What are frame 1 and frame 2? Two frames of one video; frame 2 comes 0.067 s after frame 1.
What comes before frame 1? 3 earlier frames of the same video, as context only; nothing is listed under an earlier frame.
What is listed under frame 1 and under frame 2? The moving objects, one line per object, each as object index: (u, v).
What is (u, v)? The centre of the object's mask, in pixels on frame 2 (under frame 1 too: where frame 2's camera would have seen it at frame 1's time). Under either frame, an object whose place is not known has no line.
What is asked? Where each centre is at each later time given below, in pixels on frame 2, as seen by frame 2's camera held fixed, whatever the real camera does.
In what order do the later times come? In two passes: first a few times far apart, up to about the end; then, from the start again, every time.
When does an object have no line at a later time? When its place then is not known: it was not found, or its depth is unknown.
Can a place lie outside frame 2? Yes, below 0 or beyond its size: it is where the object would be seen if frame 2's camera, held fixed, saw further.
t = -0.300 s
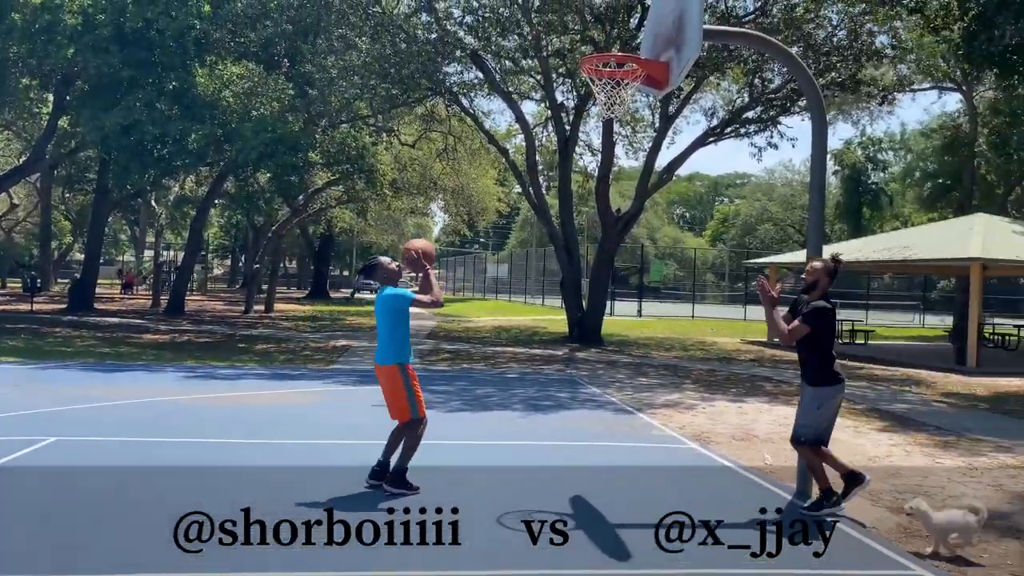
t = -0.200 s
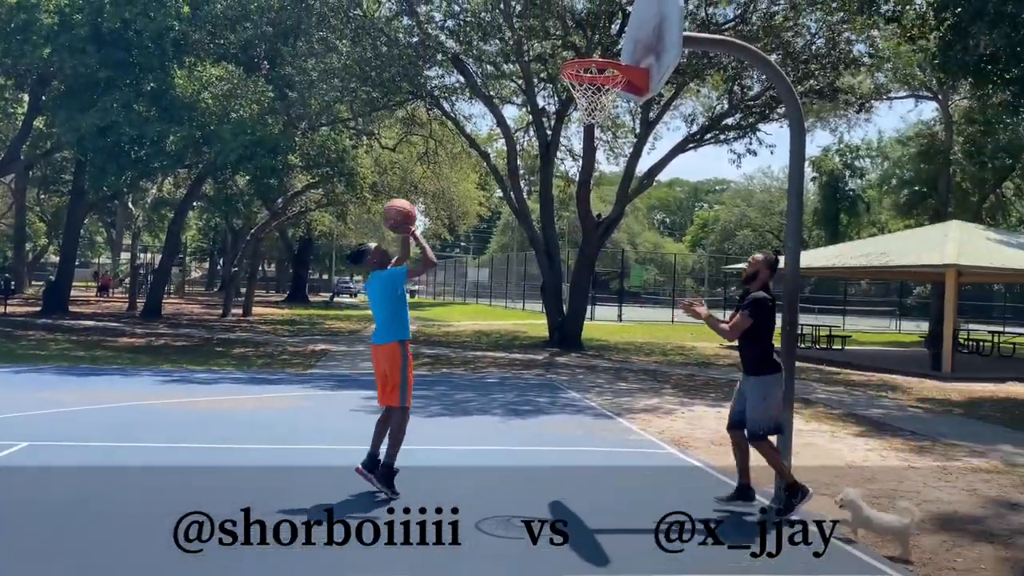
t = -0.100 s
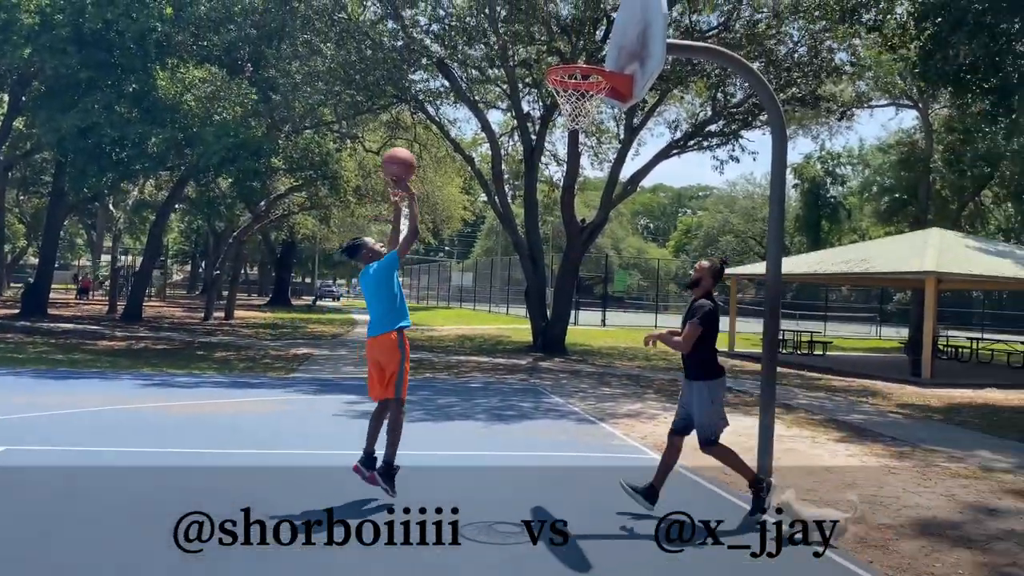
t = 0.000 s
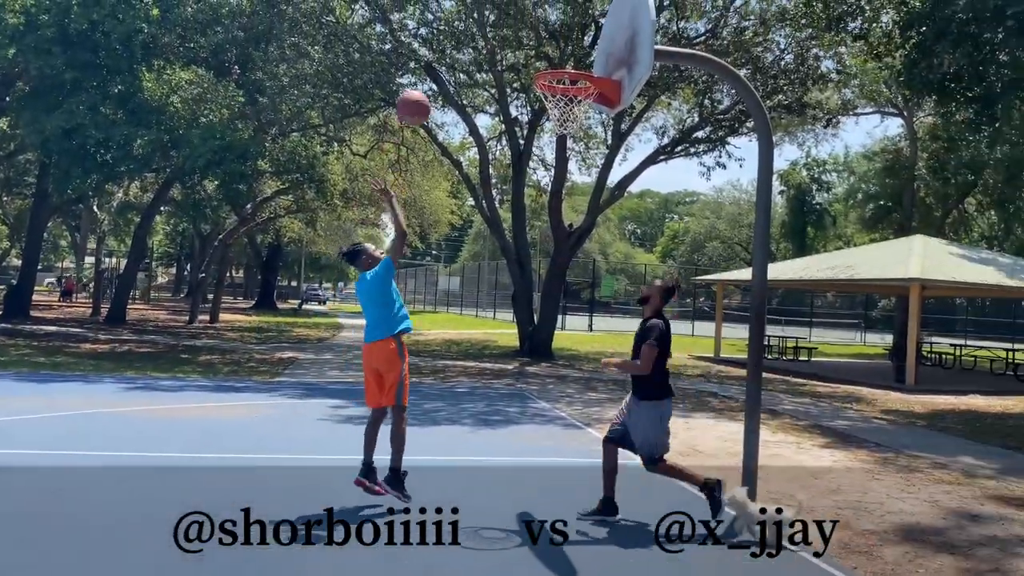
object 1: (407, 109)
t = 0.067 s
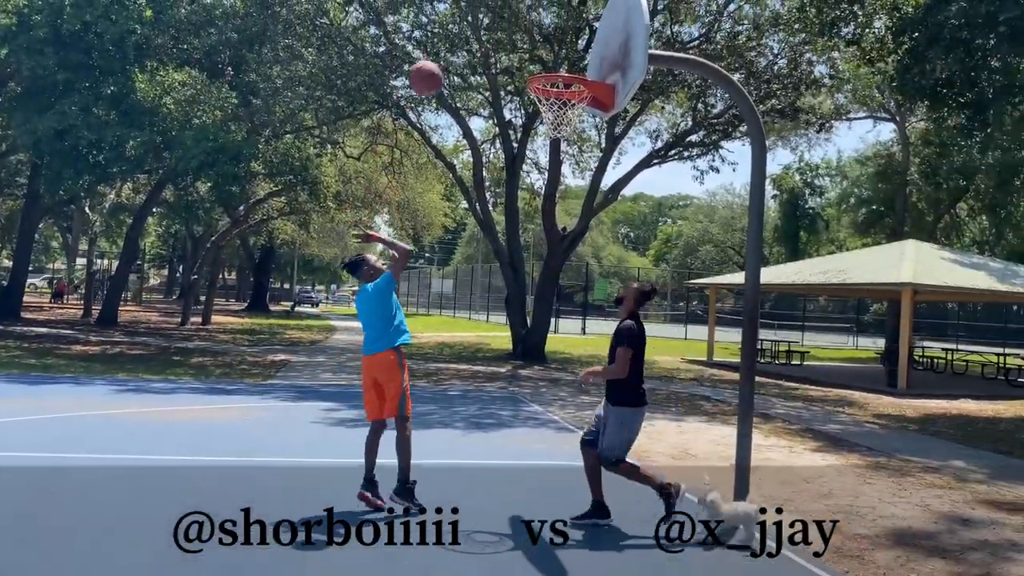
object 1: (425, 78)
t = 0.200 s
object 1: (459, 35)
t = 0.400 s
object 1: (507, 17)
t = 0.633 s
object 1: (558, 69)
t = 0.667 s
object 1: (565, 77)
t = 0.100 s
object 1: (433, 66)
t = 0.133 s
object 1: (442, 54)
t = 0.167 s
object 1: (451, 44)
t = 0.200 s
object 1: (459, 35)
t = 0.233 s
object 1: (467, 28)
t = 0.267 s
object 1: (476, 23)
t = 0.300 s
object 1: (484, 20)
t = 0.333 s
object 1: (492, 17)
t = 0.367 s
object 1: (500, 16)
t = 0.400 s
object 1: (507, 17)
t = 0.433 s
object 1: (515, 19)
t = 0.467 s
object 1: (522, 23)
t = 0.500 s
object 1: (529, 30)
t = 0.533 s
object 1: (537, 37)
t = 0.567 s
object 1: (544, 47)
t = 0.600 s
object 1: (551, 58)
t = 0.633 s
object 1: (558, 69)
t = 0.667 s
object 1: (565, 77)
